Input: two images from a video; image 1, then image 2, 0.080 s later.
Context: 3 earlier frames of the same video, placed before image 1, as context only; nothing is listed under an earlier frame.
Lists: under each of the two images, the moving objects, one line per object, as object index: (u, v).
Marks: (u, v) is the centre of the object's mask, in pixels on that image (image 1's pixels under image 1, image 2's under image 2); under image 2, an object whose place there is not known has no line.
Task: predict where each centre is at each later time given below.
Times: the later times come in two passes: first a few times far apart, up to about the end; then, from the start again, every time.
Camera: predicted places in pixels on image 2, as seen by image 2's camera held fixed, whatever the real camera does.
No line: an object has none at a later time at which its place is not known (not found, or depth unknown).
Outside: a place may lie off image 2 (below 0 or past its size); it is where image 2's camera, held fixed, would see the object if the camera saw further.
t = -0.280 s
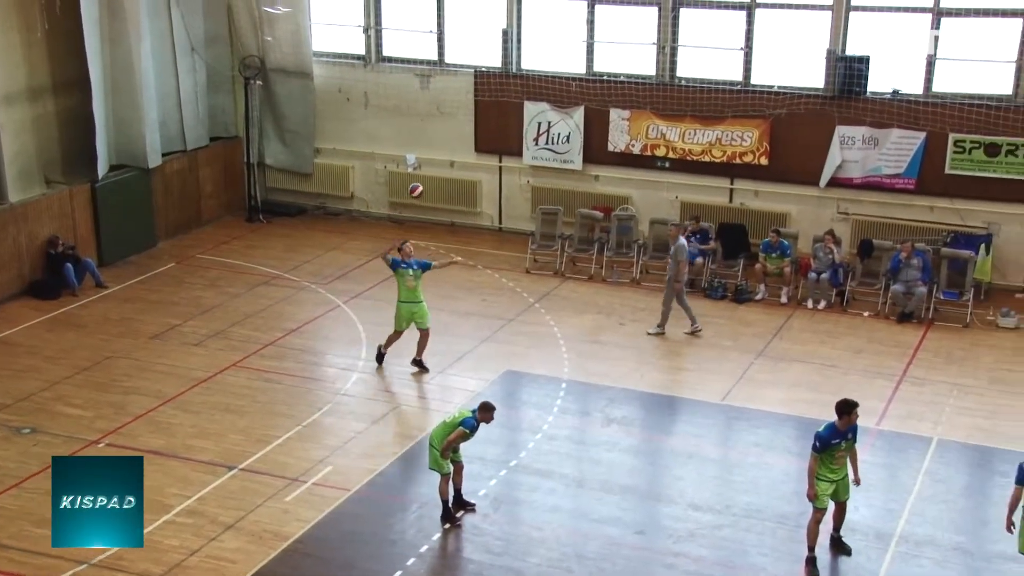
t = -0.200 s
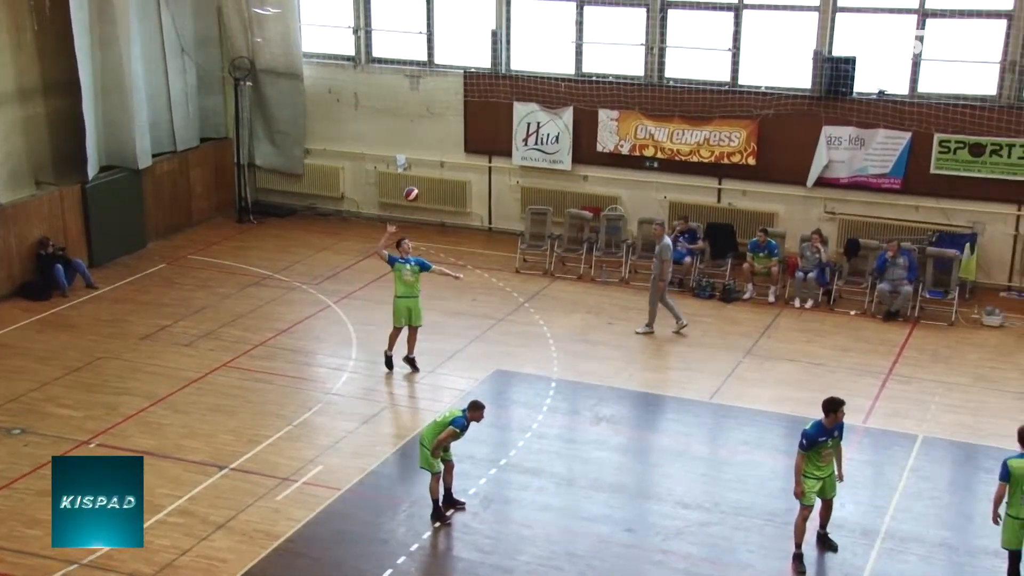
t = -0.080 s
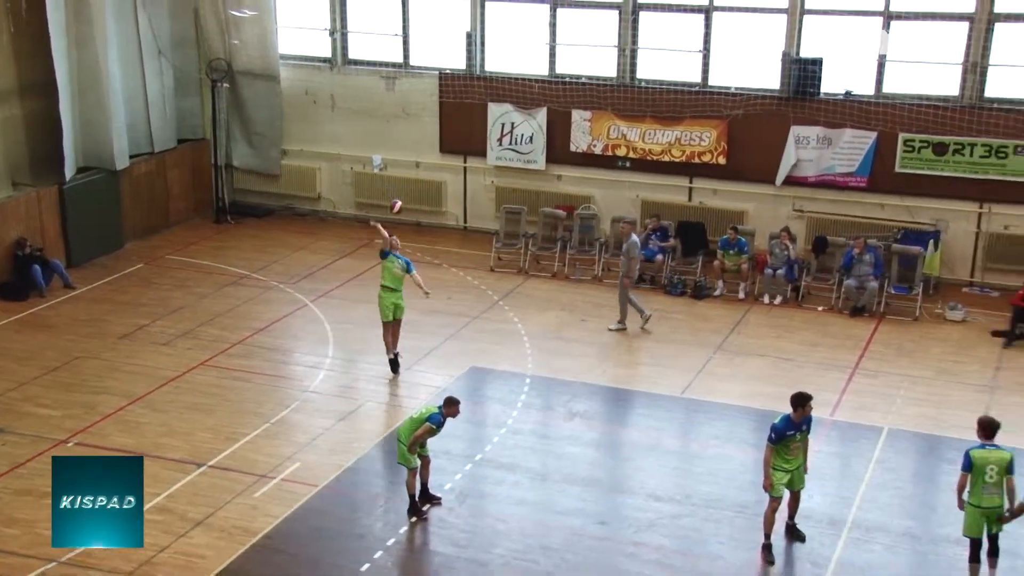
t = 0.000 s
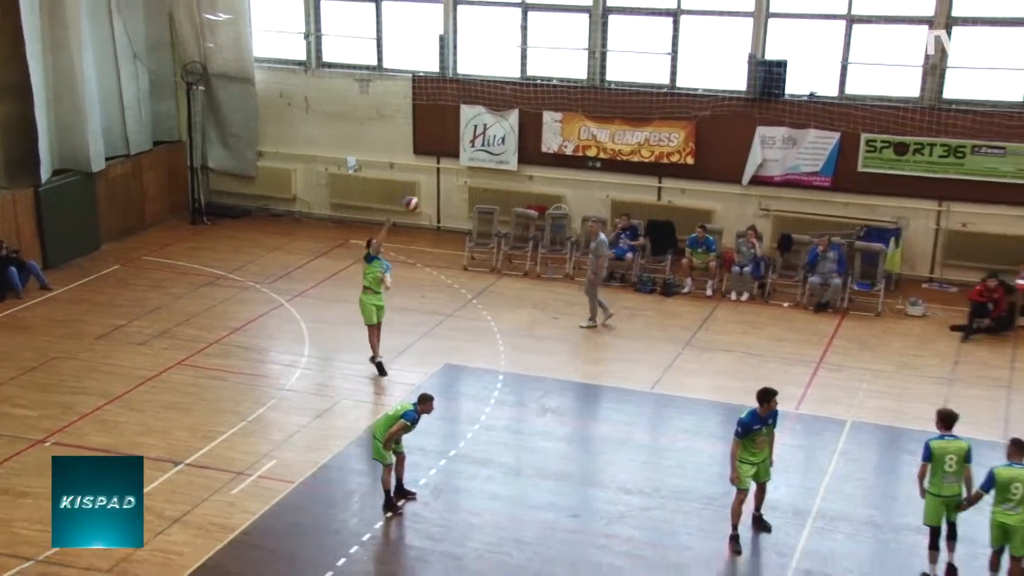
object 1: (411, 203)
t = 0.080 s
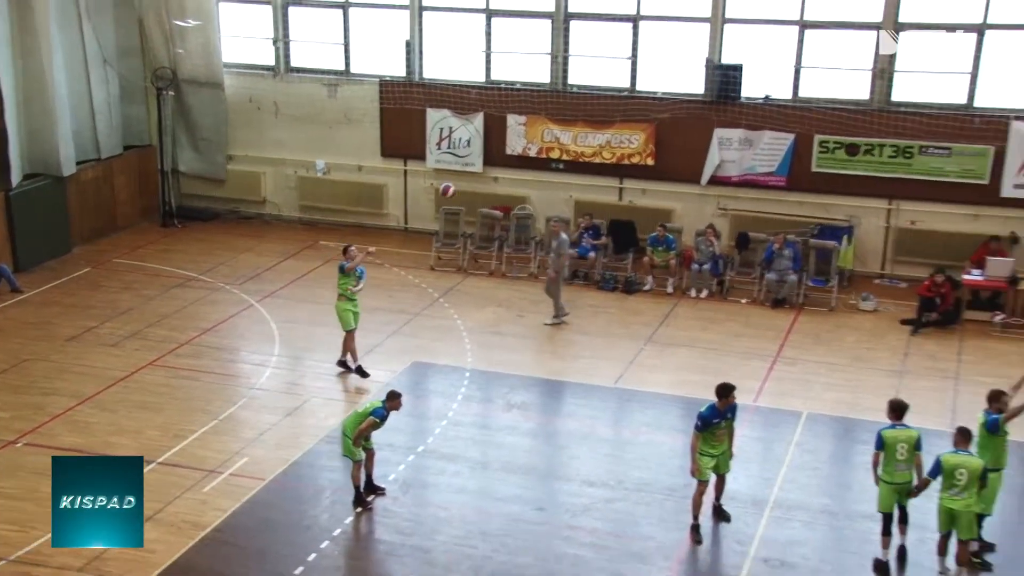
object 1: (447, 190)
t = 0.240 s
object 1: (598, 170)
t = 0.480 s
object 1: (856, 168)
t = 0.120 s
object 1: (483, 184)
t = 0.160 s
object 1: (521, 178)
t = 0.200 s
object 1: (559, 173)
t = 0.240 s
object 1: (598, 170)
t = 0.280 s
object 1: (639, 168)
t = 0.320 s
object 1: (680, 166)
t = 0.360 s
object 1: (722, 166)
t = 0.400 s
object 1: (766, 167)
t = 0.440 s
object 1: (810, 166)
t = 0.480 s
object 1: (856, 168)
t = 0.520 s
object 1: (903, 173)
